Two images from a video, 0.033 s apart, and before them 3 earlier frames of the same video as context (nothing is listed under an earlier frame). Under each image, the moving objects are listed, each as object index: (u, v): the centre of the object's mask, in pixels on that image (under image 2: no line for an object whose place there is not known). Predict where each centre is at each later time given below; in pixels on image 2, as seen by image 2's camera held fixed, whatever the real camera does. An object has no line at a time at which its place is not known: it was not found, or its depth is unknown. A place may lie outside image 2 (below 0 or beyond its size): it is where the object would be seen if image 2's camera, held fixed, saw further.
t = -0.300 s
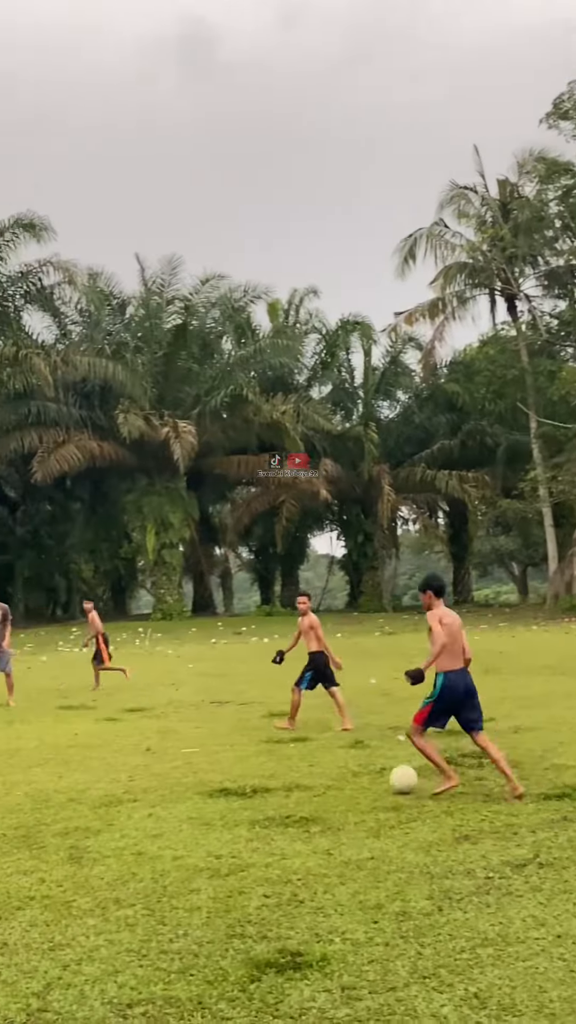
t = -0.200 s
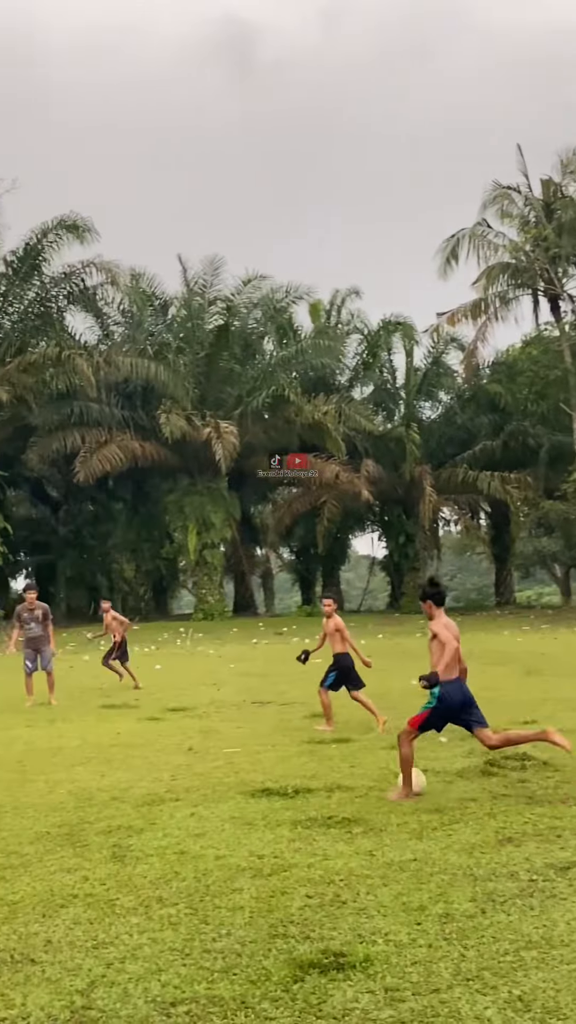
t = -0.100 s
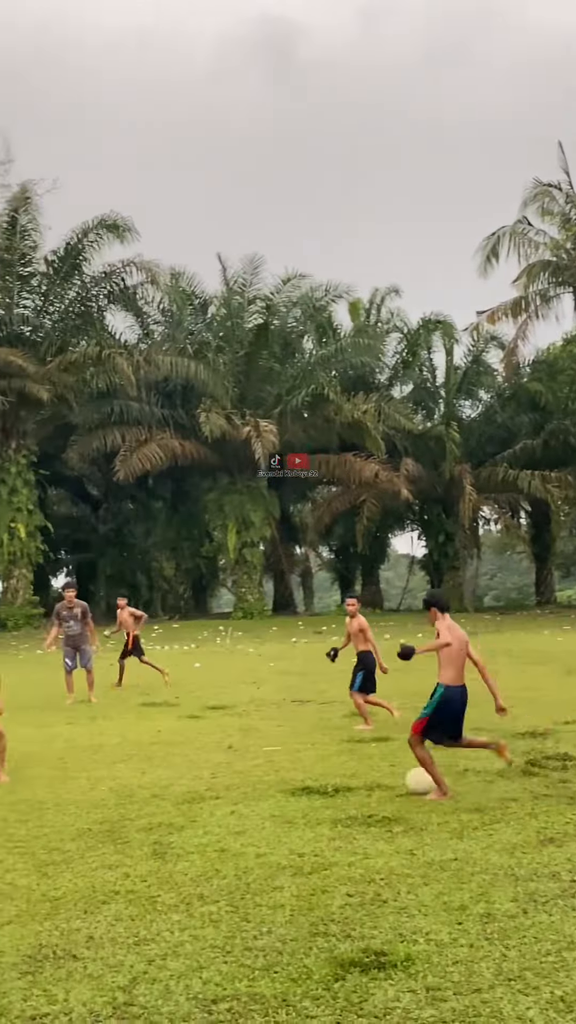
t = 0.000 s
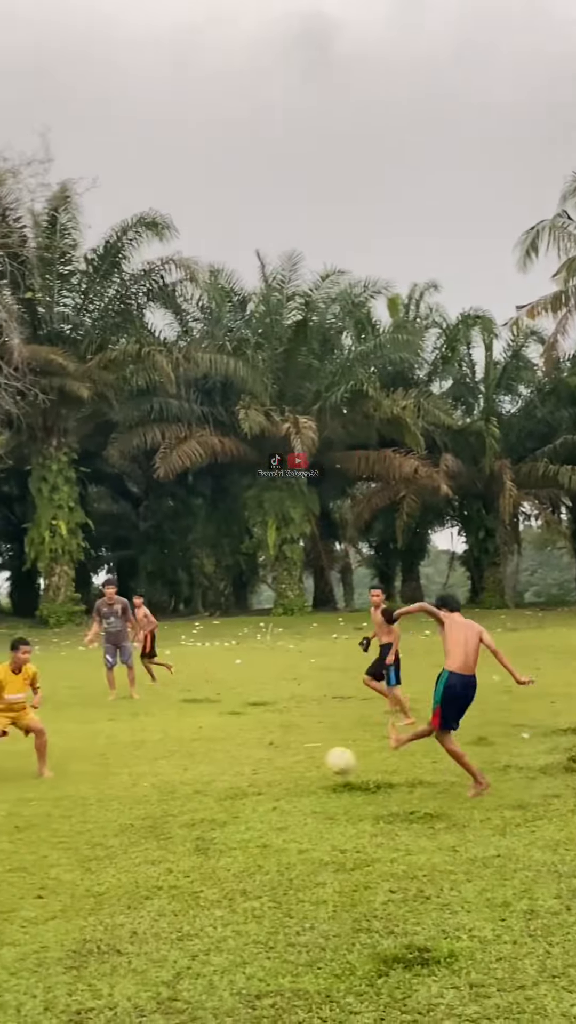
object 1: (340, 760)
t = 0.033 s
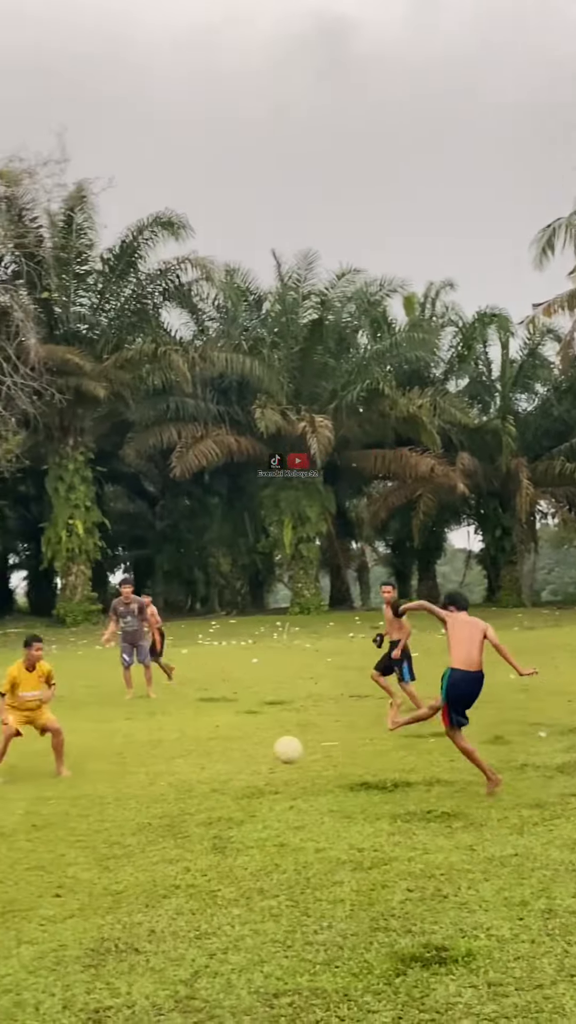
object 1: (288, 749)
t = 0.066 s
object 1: (219, 742)
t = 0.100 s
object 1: (152, 737)
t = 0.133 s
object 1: (87, 734)
